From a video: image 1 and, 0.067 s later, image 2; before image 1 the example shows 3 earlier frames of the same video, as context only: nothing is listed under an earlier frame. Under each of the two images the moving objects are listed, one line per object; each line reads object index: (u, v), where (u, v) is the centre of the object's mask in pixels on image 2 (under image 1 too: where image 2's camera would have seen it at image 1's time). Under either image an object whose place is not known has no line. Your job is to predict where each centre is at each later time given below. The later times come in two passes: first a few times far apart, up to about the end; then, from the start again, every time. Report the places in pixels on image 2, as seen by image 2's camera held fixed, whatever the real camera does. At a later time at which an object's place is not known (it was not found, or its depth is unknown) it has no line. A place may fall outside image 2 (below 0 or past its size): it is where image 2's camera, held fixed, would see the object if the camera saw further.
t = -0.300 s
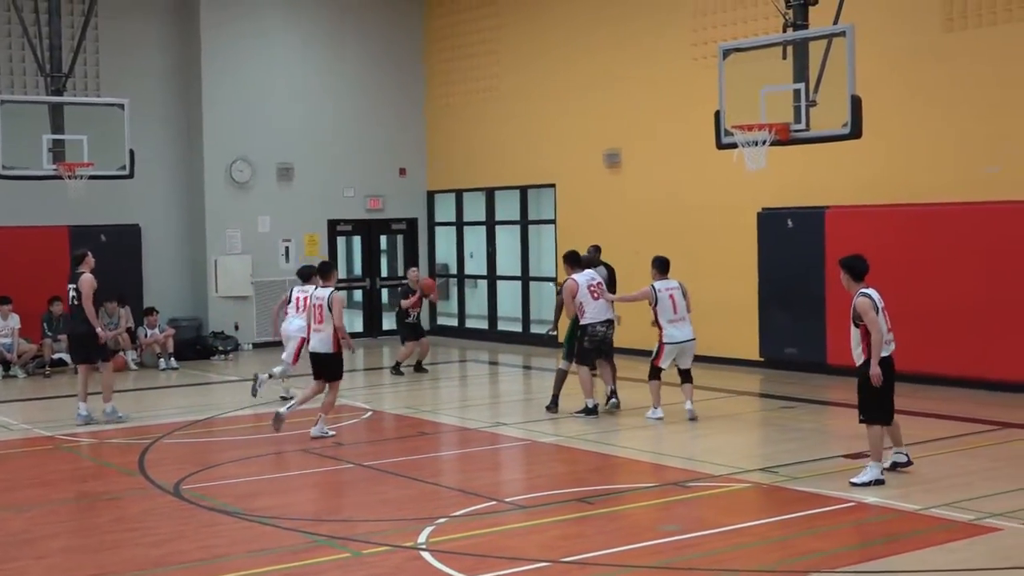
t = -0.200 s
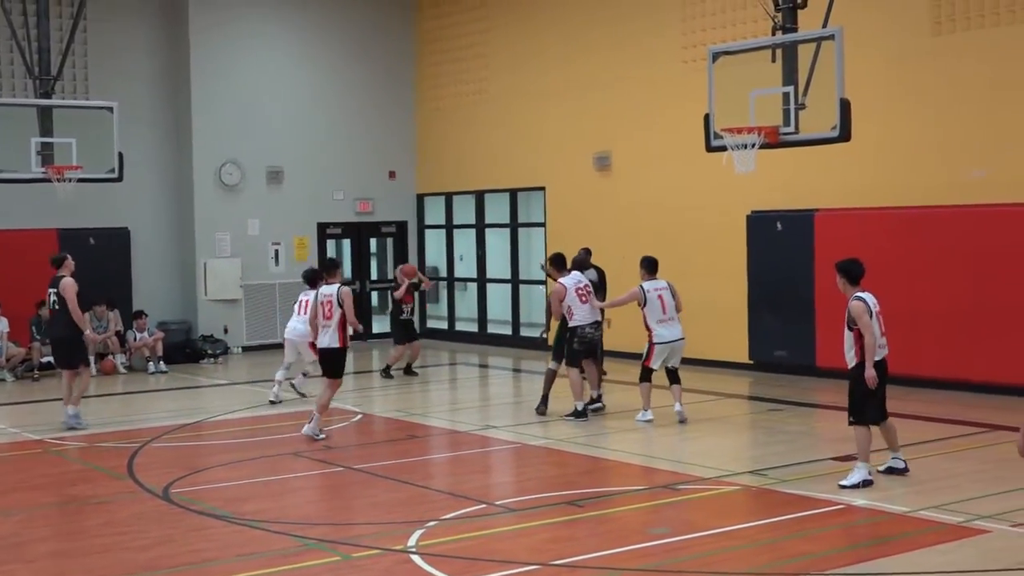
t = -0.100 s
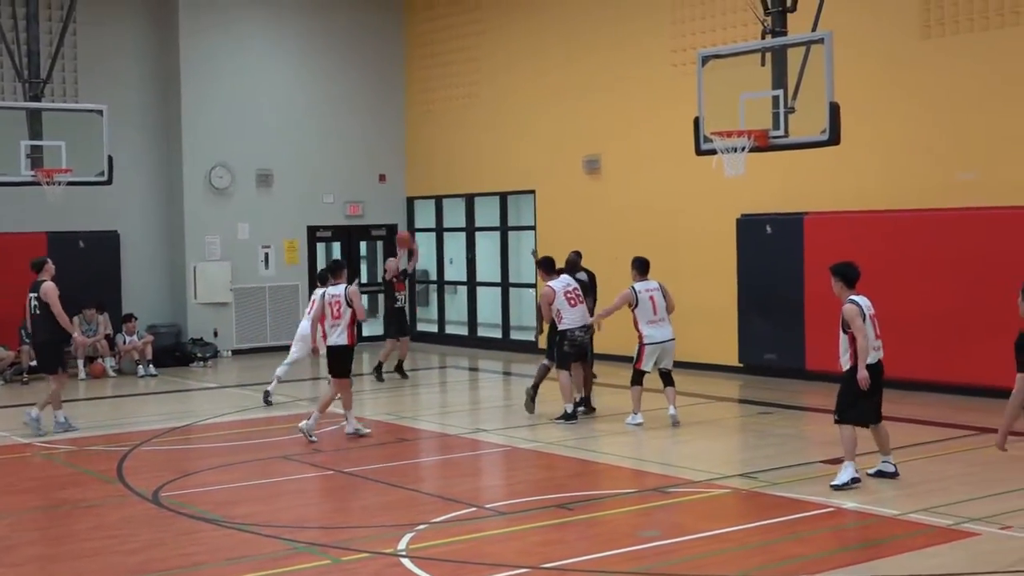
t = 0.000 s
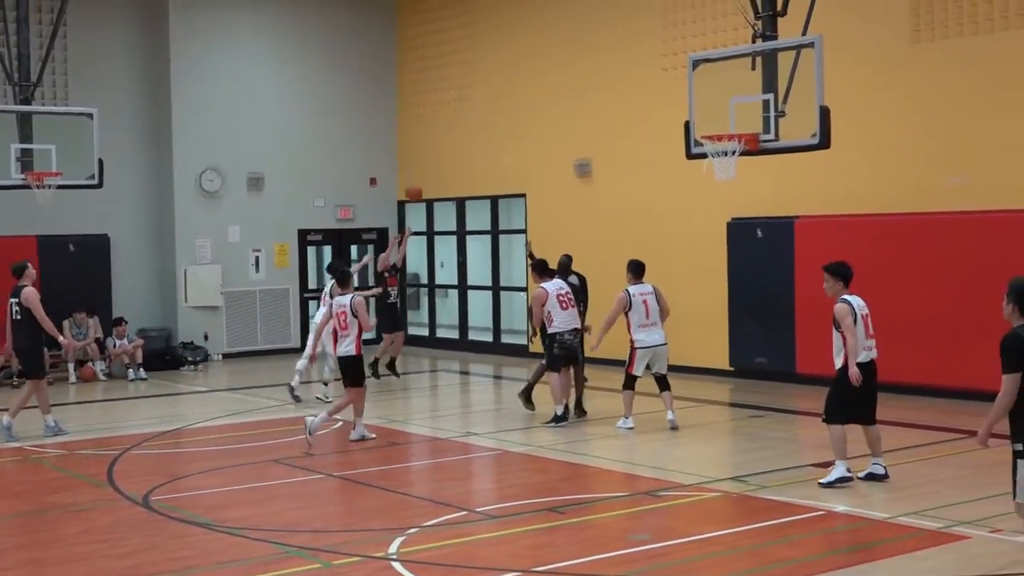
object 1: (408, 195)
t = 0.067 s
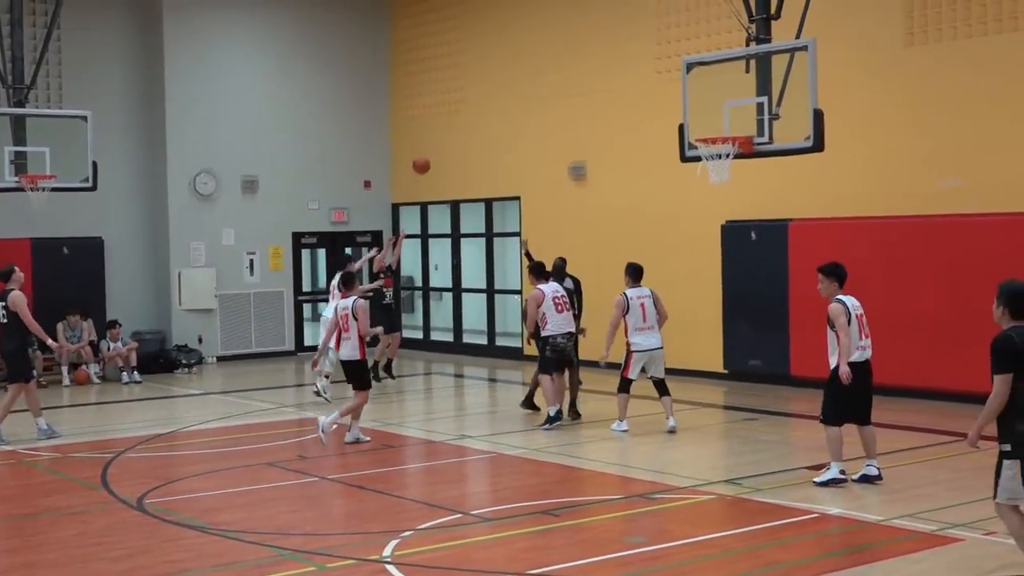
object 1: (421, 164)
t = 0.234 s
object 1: (456, 101)
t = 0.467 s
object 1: (508, 40)
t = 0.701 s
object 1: (567, 22)
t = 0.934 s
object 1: (634, 54)
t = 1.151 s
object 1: (701, 127)
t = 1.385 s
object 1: (744, 101)
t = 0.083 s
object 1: (424, 157)
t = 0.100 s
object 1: (428, 150)
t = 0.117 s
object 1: (431, 144)
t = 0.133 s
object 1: (435, 137)
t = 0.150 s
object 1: (438, 130)
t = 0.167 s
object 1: (442, 124)
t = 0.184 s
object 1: (445, 118)
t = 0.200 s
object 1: (448, 112)
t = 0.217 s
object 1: (452, 106)
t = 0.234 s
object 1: (456, 101)
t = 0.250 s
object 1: (459, 95)
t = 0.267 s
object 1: (463, 90)
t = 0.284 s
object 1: (466, 84)
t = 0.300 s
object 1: (470, 79)
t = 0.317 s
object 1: (474, 75)
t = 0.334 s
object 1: (478, 70)
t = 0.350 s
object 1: (482, 66)
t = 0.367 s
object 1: (485, 61)
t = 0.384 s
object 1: (489, 57)
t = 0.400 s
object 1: (493, 53)
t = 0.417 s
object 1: (496, 50)
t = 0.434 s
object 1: (500, 46)
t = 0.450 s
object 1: (504, 43)
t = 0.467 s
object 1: (508, 40)
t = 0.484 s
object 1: (512, 37)
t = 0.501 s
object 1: (516, 34)
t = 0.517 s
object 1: (520, 32)
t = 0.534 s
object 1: (525, 30)
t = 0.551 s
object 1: (528, 28)
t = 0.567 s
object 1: (532, 27)
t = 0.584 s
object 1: (537, 25)
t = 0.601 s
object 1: (541, 24)
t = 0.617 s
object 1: (545, 23)
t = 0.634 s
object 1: (549, 22)
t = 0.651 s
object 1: (553, 22)
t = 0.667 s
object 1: (558, 21)
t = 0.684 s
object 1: (562, 21)
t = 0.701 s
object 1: (567, 22)
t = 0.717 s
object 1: (571, 22)
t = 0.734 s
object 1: (575, 23)
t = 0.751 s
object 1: (579, 24)
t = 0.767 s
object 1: (585, 25)
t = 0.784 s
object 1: (590, 27)
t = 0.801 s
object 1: (594, 28)
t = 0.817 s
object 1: (599, 30)
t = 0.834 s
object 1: (604, 33)
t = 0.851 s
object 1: (609, 36)
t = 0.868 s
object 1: (614, 39)
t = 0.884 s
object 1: (618, 42)
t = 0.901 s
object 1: (624, 46)
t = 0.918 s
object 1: (629, 50)
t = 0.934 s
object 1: (634, 54)
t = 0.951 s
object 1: (638, 58)
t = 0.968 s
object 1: (644, 62)
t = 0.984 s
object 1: (649, 67)
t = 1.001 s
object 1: (654, 73)
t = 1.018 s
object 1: (659, 78)
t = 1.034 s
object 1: (665, 84)
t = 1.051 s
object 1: (670, 90)
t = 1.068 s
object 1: (675, 97)
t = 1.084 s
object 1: (681, 104)
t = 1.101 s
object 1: (686, 111)
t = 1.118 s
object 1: (691, 118)
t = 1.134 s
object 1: (697, 126)
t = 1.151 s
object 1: (701, 127)
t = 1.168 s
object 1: (704, 123)
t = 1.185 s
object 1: (707, 119)
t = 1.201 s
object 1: (710, 116)
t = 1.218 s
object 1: (713, 114)
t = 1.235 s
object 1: (716, 111)
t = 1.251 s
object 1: (719, 109)
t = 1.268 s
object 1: (722, 107)
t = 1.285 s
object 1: (725, 105)
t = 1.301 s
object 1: (728, 104)
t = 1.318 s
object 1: (731, 103)
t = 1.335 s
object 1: (734, 102)
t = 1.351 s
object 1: (738, 102)
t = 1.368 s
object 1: (740, 101)
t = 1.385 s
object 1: (744, 101)
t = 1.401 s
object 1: (746, 101)
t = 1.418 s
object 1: (750, 101)
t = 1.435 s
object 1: (753, 103)
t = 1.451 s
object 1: (757, 104)
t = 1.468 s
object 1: (760, 104)
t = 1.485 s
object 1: (763, 106)
